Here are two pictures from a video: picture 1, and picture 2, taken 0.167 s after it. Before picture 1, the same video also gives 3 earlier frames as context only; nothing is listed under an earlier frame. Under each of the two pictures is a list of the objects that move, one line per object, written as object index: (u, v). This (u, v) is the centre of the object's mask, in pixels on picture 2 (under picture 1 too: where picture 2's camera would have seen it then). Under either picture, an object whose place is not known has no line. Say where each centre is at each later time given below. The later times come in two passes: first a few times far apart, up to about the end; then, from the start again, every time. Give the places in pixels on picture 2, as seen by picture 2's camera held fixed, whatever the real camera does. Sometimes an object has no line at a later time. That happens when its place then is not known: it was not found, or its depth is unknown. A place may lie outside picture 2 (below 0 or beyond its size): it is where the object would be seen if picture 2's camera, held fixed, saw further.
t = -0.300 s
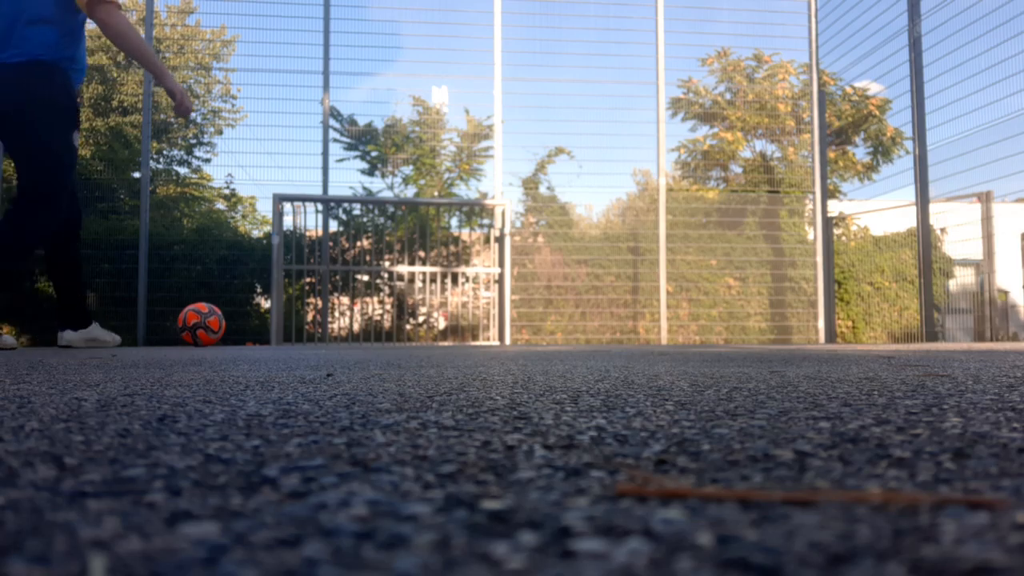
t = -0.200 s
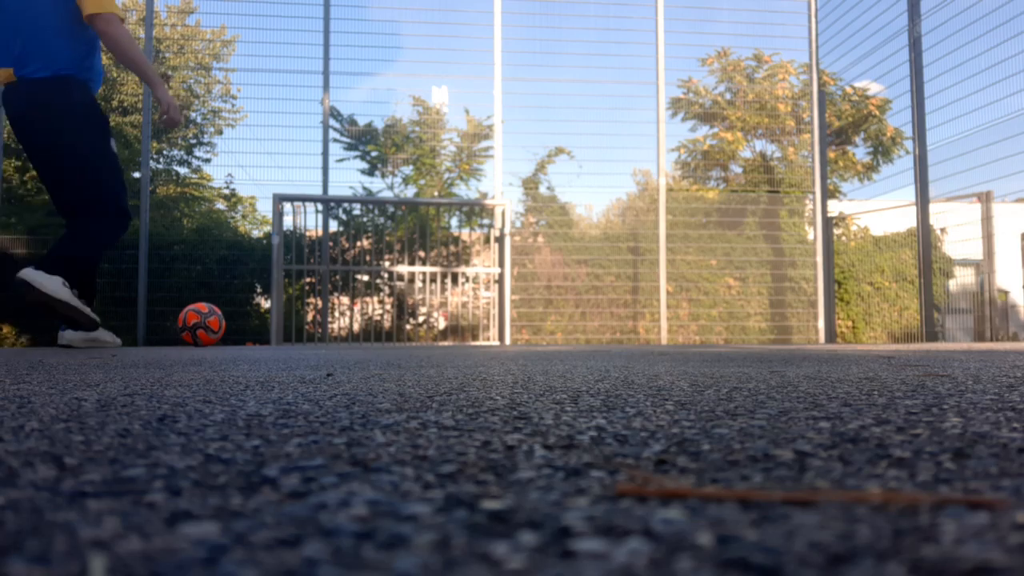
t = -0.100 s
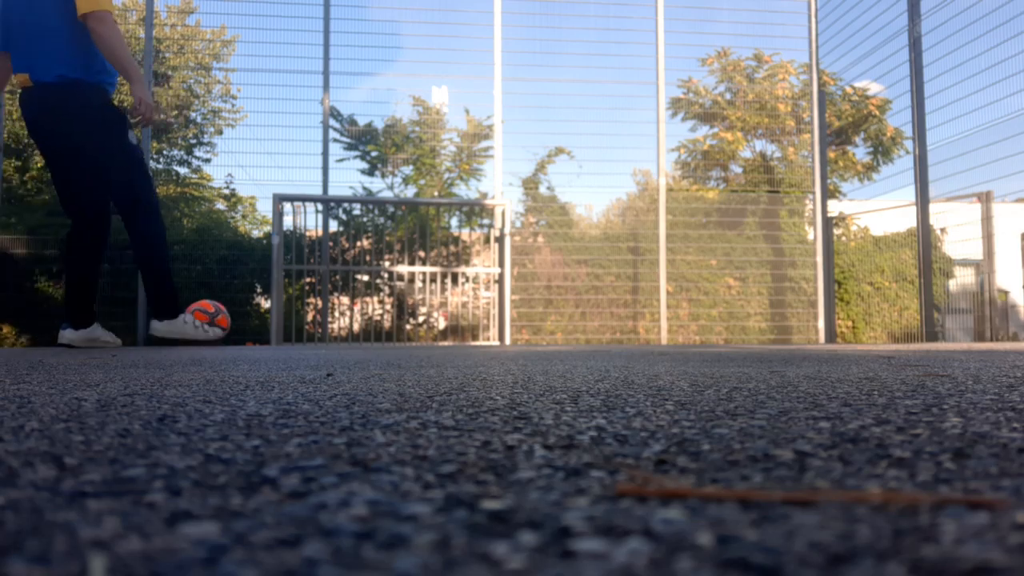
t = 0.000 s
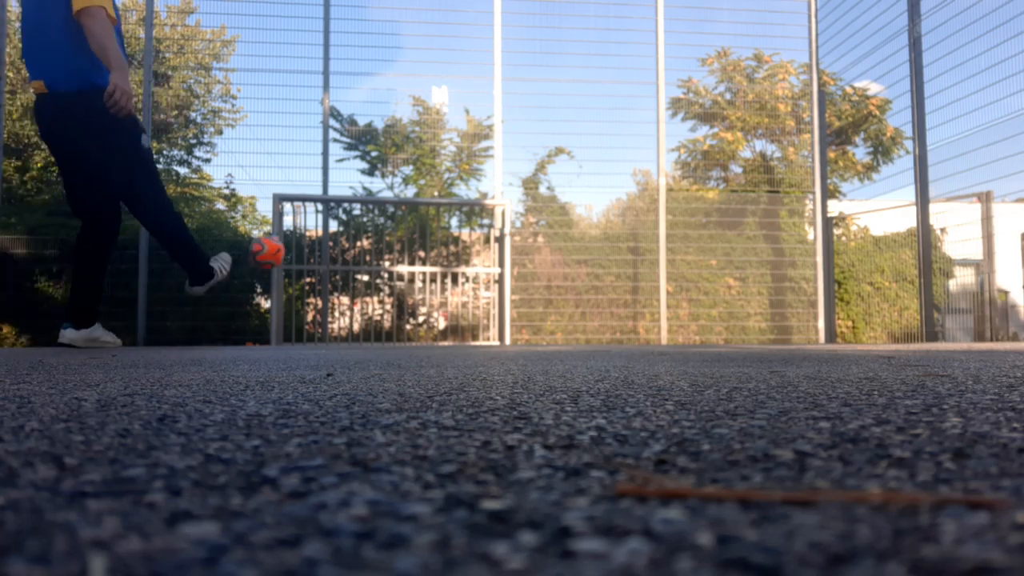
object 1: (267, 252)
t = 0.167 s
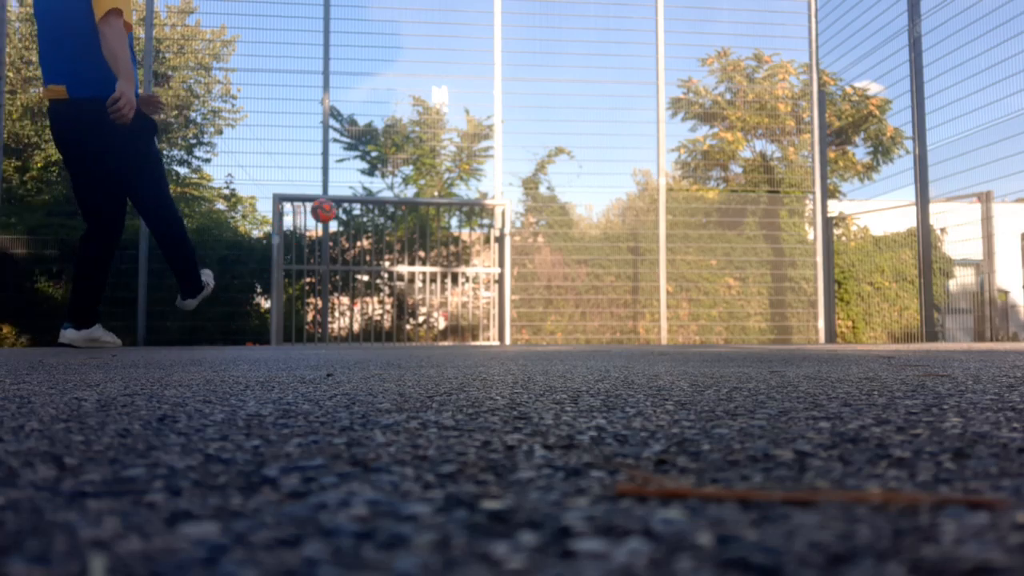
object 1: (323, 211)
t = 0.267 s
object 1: (343, 210)
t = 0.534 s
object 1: (380, 244)
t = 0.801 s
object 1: (376, 319)
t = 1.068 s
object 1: (349, 294)
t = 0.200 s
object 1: (331, 209)
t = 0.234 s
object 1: (338, 209)
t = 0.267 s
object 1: (343, 210)
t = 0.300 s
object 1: (350, 212)
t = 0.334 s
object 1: (355, 215)
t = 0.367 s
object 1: (360, 218)
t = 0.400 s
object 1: (364, 223)
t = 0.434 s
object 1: (369, 228)
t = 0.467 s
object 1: (373, 233)
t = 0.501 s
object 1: (376, 239)
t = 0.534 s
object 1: (380, 244)
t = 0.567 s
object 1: (384, 252)
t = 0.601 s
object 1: (387, 259)
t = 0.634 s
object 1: (390, 266)
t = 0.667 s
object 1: (392, 274)
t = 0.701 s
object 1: (389, 284)
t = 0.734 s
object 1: (385, 294)
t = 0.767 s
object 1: (381, 306)
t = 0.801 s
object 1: (376, 319)
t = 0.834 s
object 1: (373, 333)
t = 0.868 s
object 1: (369, 343)
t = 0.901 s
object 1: (366, 337)
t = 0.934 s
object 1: (363, 327)
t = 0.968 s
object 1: (359, 318)
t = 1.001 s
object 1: (355, 310)
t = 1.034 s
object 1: (351, 301)
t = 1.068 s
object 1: (349, 294)
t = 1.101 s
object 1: (344, 288)
